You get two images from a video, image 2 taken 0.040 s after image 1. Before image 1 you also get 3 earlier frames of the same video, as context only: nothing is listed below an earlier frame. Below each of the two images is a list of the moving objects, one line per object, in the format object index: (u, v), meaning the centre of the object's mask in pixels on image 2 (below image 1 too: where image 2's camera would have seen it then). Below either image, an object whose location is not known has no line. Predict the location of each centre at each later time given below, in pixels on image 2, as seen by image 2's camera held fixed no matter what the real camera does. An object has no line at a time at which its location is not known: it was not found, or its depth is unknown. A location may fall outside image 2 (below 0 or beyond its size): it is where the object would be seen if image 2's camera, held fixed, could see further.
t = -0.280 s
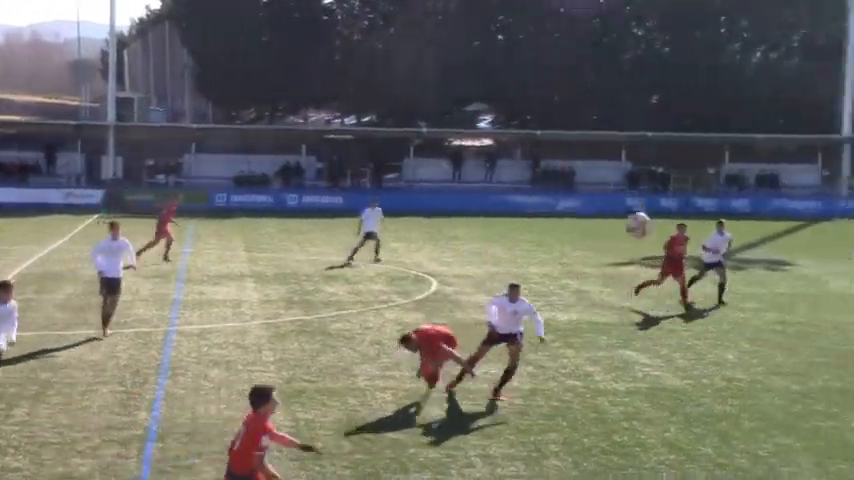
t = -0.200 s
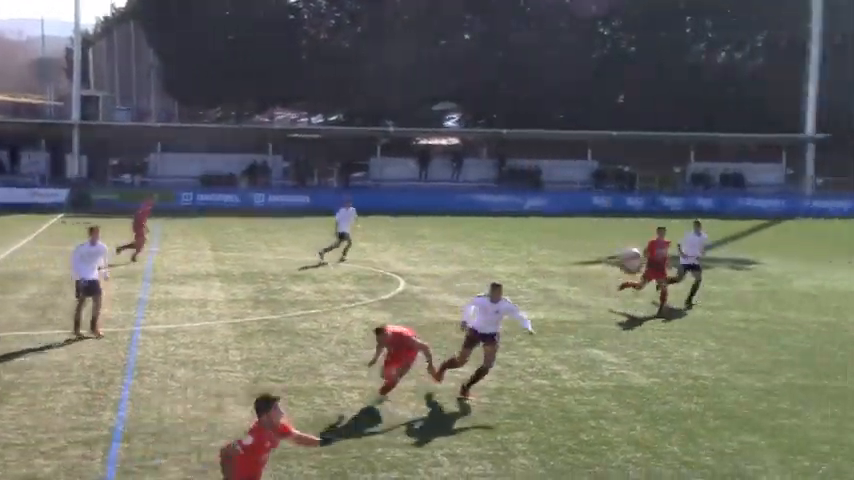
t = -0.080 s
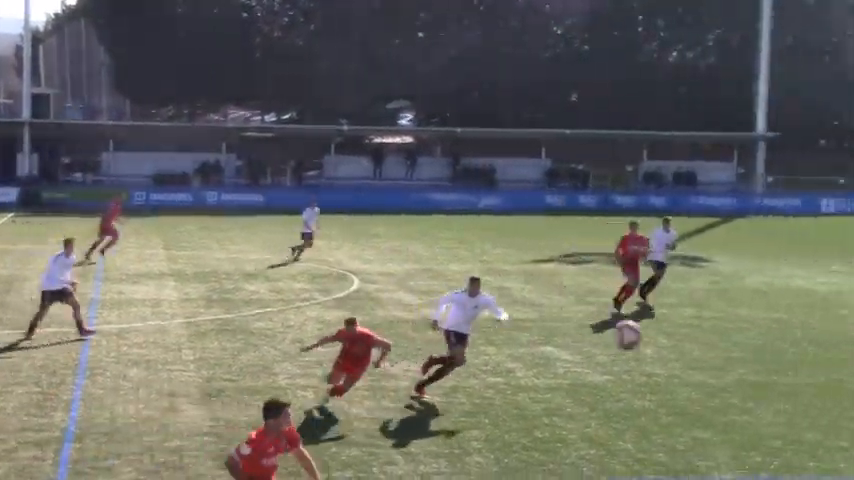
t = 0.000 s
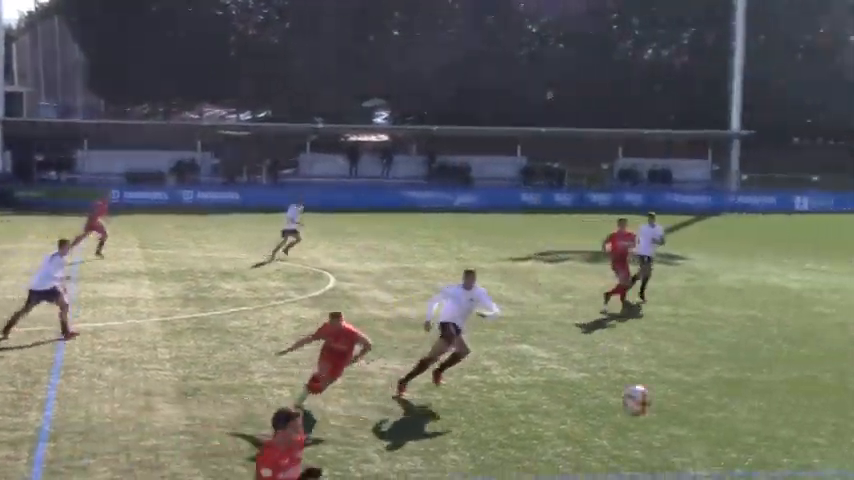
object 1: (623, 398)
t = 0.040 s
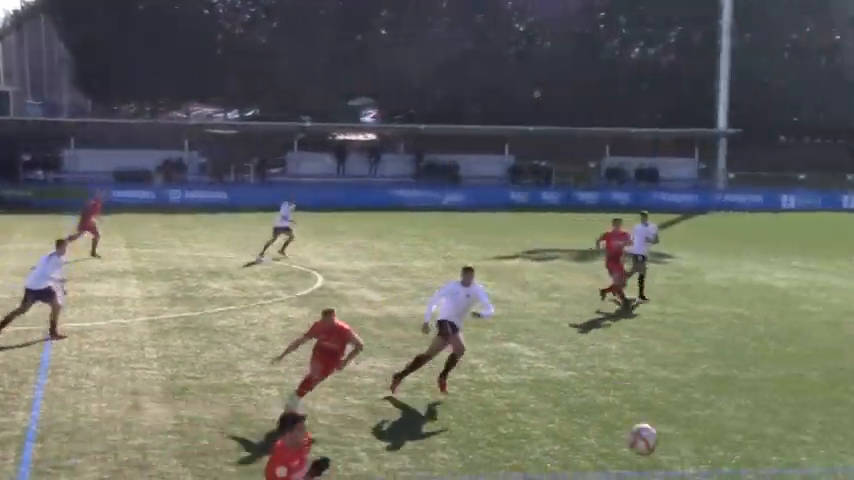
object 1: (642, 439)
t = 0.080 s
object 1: (666, 475)
